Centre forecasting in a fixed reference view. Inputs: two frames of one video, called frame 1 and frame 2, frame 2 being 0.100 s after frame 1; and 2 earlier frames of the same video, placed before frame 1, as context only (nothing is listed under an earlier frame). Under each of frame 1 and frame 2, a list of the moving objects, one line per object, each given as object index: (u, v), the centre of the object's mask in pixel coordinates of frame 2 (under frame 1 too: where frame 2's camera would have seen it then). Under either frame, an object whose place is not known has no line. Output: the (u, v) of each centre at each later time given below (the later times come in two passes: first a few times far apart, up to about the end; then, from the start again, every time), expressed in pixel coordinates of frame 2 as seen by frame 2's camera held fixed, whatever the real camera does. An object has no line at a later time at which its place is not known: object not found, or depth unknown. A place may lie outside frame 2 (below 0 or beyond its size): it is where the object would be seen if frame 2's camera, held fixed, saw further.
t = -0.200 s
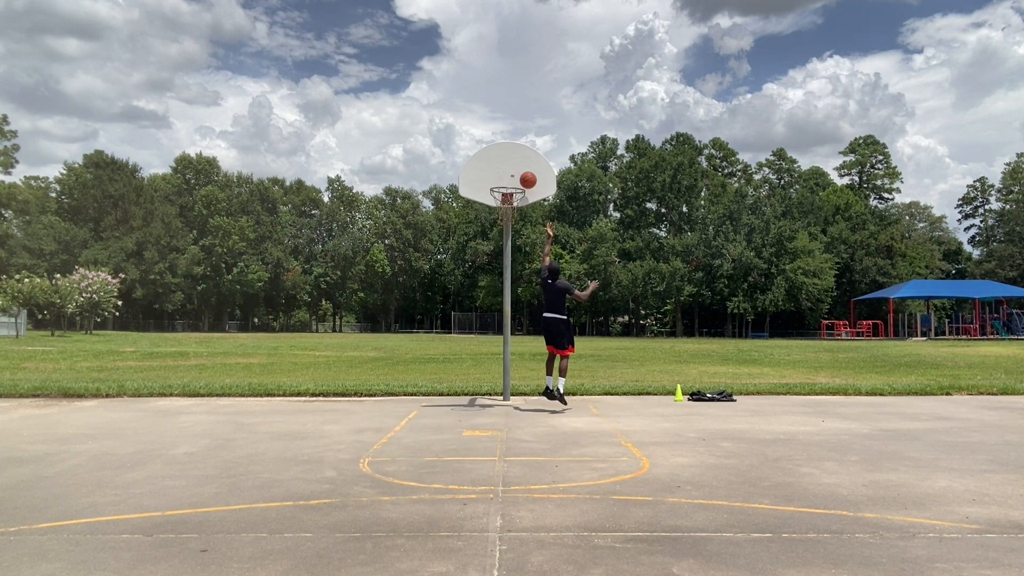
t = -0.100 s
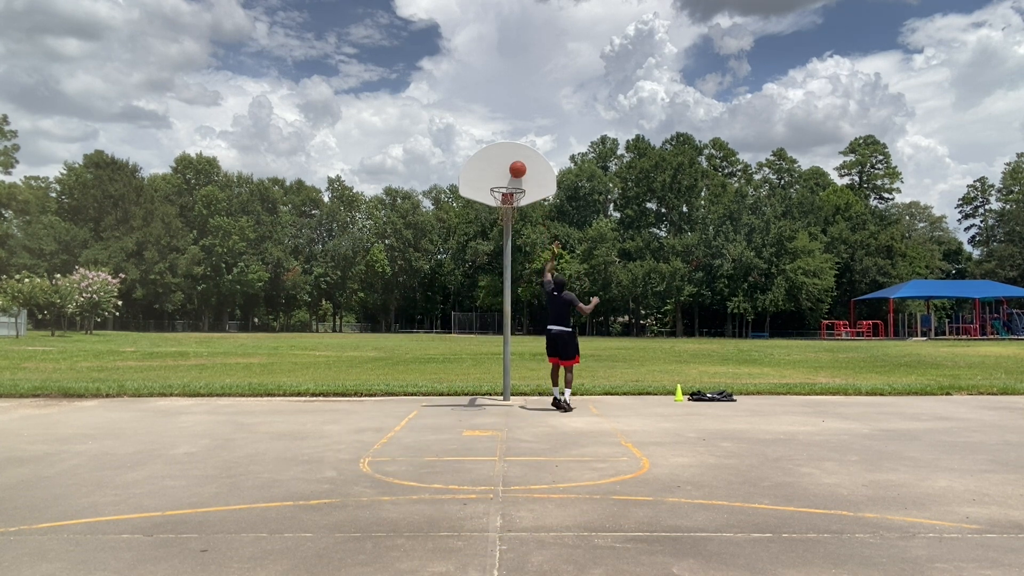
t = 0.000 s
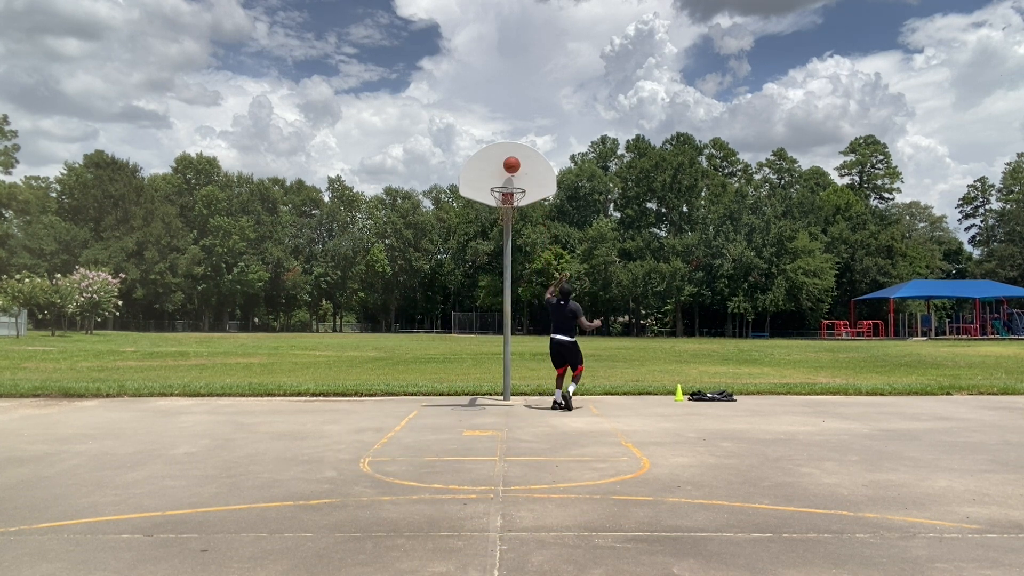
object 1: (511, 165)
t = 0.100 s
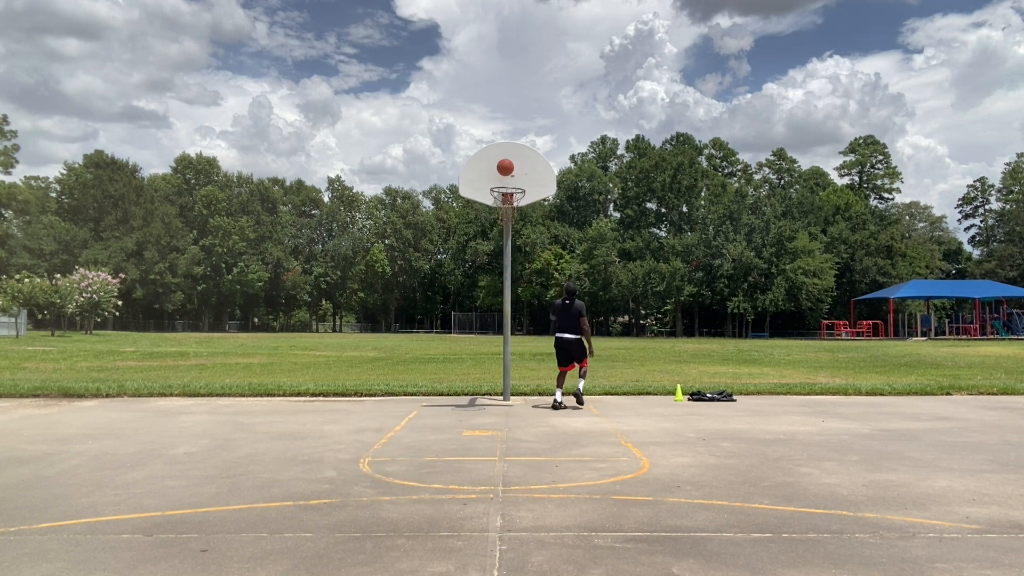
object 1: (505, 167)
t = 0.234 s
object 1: (497, 181)
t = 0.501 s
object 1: (506, 169)
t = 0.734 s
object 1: (514, 180)
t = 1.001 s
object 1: (512, 199)
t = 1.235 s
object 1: (505, 218)
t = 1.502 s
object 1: (499, 277)
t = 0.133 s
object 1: (503, 170)
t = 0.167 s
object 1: (501, 173)
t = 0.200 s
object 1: (499, 177)
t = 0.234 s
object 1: (497, 181)
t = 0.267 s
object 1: (497, 180)
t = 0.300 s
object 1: (498, 176)
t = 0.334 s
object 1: (499, 173)
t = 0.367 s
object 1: (501, 171)
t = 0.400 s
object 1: (502, 169)
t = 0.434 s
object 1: (503, 168)
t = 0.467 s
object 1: (504, 168)
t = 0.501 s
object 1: (506, 169)
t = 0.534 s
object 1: (507, 170)
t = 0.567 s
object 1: (508, 173)
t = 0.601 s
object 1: (510, 176)
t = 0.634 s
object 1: (511, 180)
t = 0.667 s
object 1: (512, 180)
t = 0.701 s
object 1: (513, 179)
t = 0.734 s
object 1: (514, 180)
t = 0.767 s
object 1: (514, 182)
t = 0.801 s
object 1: (515, 184)
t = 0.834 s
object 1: (515, 185)
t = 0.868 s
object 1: (515, 187)
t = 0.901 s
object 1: (514, 189)
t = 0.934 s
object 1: (513, 192)
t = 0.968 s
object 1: (513, 196)
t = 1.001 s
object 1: (512, 199)
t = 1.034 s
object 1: (511, 202)
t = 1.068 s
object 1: (511, 205)
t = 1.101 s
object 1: (509, 207)
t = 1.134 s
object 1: (508, 209)
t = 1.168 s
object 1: (507, 211)
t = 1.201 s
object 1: (507, 214)
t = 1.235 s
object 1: (505, 218)
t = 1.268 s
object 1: (505, 223)
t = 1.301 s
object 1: (504, 229)
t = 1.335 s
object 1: (503, 235)
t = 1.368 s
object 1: (502, 242)
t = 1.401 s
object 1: (501, 250)
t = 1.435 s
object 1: (500, 258)
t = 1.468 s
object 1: (500, 267)
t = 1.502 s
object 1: (499, 277)
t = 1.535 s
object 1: (498, 288)
